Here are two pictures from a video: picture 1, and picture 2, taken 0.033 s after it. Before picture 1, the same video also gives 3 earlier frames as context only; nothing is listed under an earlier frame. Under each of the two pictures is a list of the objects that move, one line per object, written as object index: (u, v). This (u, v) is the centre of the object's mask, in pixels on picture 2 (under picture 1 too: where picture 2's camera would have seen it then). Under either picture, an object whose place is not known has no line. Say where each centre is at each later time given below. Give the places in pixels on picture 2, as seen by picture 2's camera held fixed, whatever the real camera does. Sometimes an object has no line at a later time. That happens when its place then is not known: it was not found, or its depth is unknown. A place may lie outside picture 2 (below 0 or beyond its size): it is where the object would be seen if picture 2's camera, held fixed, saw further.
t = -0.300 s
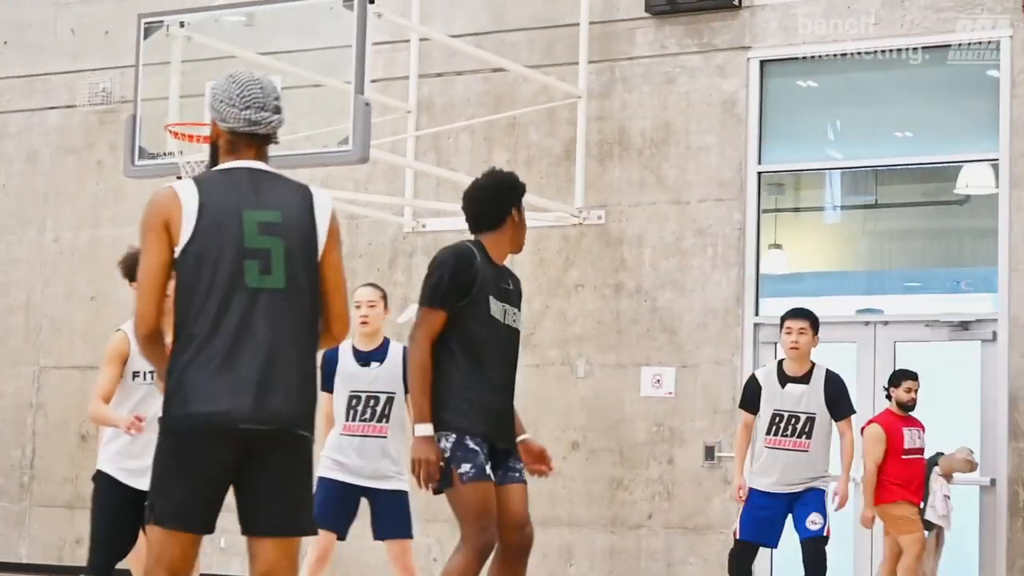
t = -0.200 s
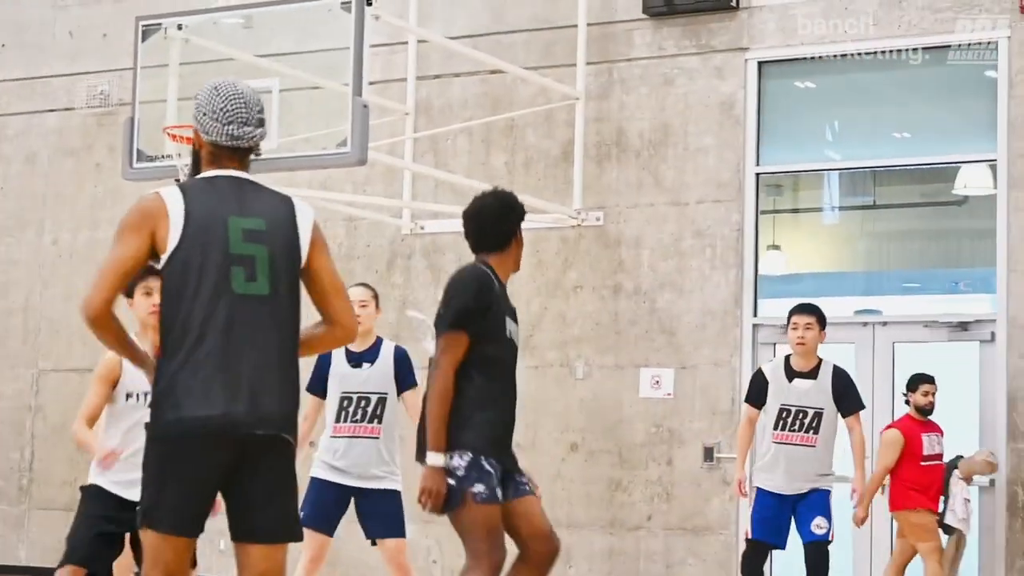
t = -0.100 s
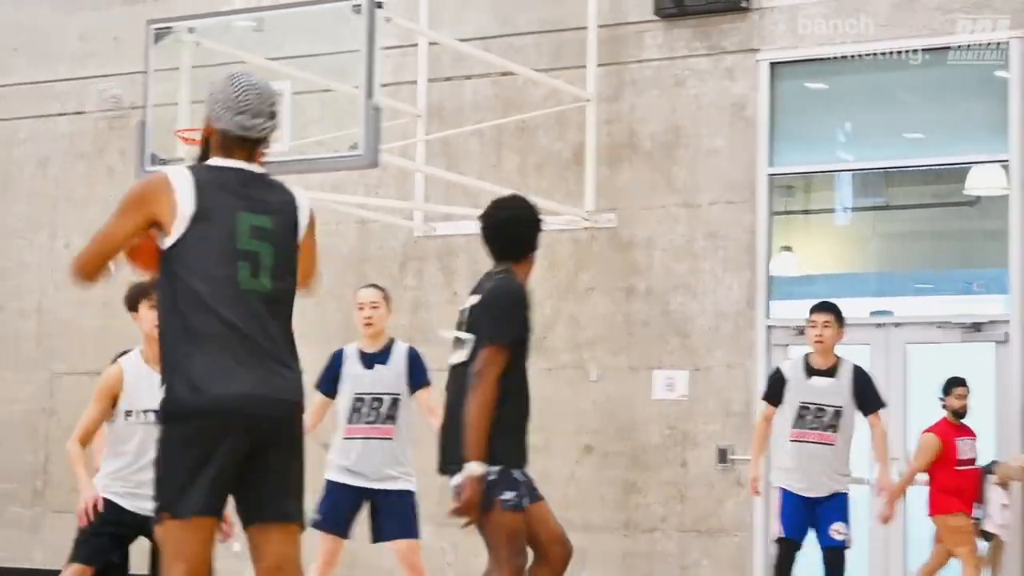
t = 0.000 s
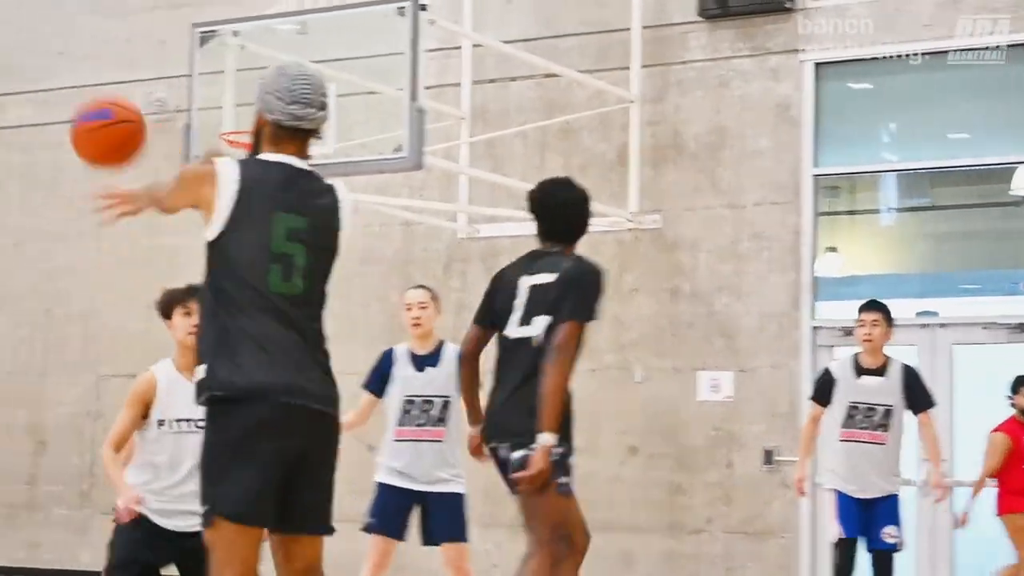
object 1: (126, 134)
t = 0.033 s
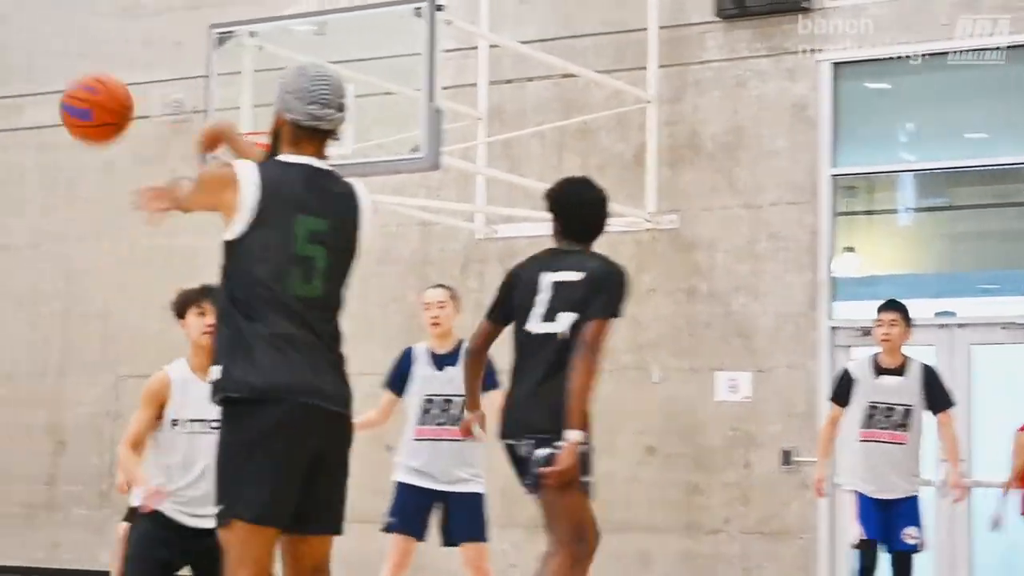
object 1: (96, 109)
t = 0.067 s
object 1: (68, 88)
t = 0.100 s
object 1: (41, 72)
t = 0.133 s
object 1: (15, 60)
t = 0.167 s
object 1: (-8, 52)
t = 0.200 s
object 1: (-30, 47)
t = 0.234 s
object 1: (-53, 43)
